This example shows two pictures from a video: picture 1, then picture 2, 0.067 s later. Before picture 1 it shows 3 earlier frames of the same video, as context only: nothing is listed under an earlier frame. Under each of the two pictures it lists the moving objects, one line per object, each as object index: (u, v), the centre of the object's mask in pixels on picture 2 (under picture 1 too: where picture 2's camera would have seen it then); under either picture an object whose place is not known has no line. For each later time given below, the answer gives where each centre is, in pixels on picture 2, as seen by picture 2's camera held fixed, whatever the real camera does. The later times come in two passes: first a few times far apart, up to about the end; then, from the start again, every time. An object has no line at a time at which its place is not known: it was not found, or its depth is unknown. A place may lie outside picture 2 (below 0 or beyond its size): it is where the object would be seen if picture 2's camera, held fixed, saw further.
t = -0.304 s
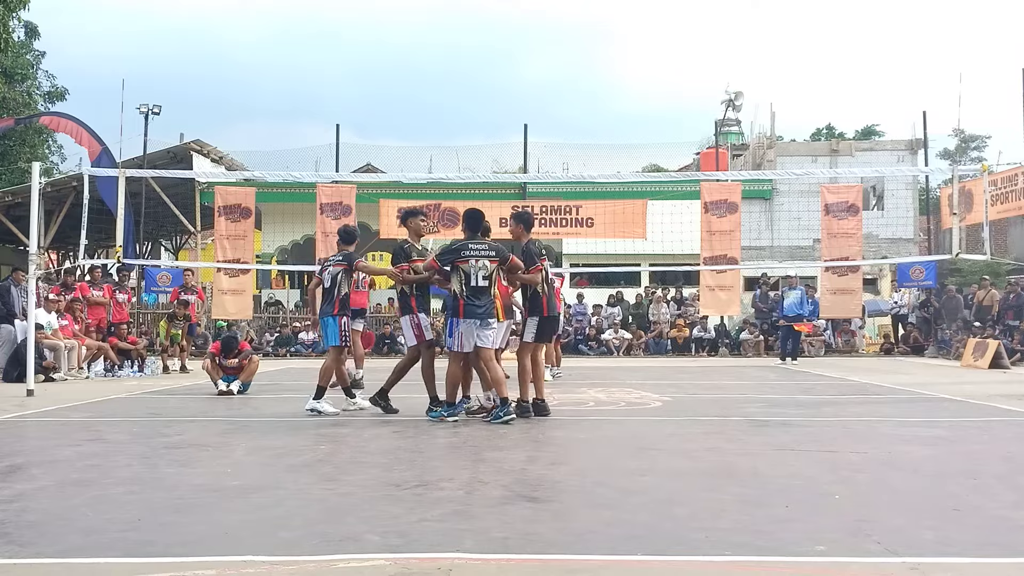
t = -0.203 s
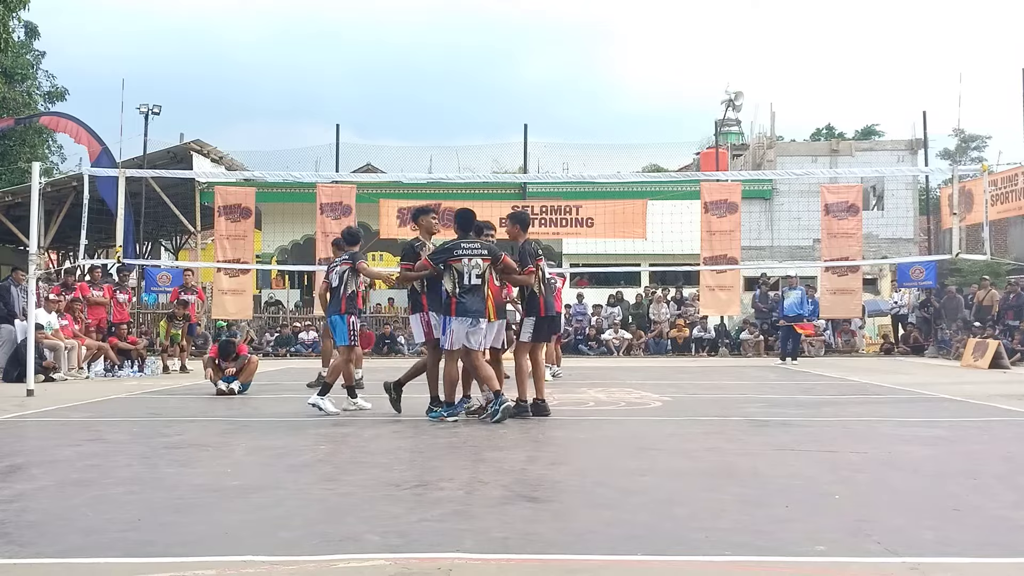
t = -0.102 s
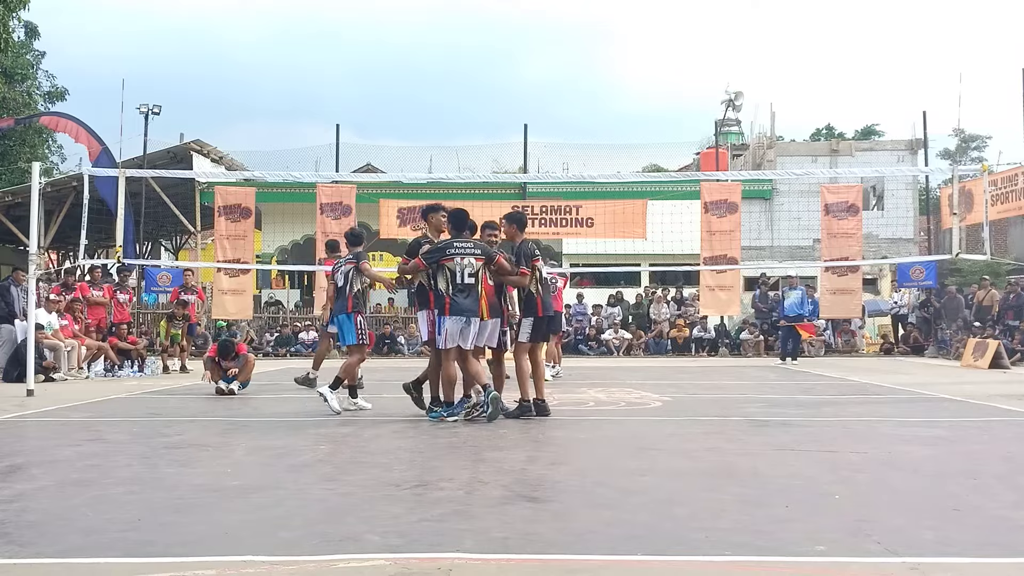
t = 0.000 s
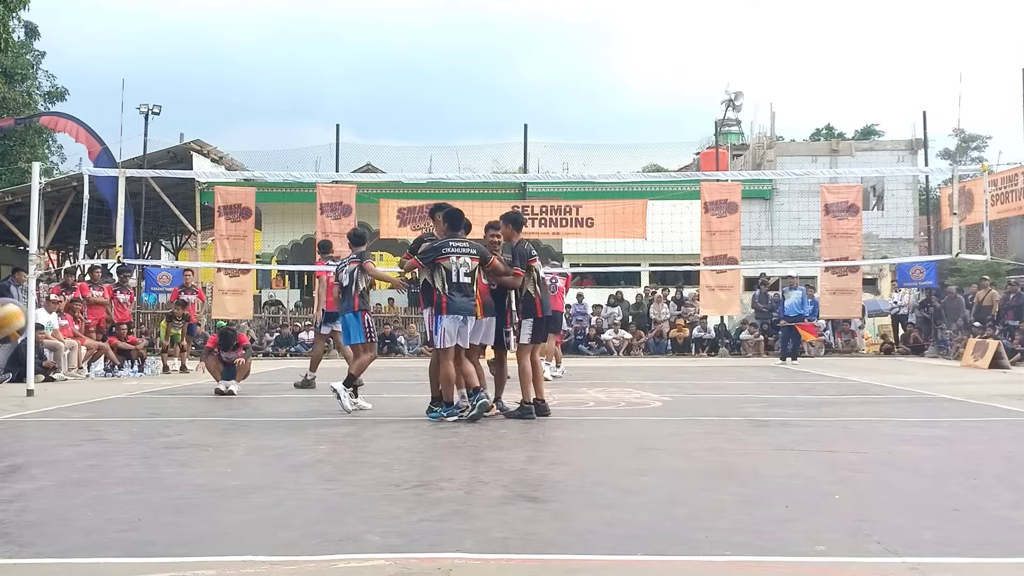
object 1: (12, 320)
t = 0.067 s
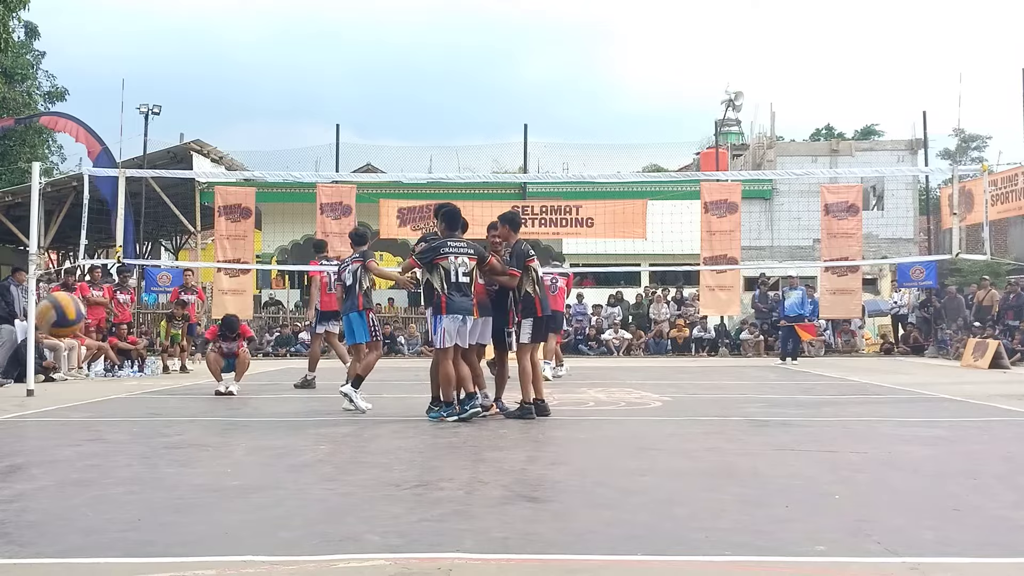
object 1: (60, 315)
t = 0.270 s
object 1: (233, 358)
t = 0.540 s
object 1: (466, 441)
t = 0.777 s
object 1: (676, 352)
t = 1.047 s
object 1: (925, 420)
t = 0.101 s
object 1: (89, 315)
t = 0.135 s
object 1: (117, 319)
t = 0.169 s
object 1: (145, 324)
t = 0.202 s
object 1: (175, 333)
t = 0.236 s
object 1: (204, 344)
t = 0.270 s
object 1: (233, 358)
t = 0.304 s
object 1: (262, 374)
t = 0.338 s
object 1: (291, 394)
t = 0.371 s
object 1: (319, 415)
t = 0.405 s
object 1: (348, 439)
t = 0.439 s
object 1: (377, 466)
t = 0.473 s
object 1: (405, 493)
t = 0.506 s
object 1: (435, 466)
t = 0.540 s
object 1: (466, 441)
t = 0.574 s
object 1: (495, 420)
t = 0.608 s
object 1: (525, 402)
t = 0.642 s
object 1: (555, 386)
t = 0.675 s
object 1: (584, 374)
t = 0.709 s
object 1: (614, 364)
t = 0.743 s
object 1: (645, 357)
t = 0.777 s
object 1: (676, 352)
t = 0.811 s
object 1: (707, 351)
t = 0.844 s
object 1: (737, 352)
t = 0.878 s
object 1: (768, 356)
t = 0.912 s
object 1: (798, 364)
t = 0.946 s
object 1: (830, 373)
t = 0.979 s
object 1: (861, 385)
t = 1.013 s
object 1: (894, 401)
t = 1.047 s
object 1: (925, 420)
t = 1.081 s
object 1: (955, 440)
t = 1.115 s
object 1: (988, 465)
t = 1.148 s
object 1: (1009, 492)
